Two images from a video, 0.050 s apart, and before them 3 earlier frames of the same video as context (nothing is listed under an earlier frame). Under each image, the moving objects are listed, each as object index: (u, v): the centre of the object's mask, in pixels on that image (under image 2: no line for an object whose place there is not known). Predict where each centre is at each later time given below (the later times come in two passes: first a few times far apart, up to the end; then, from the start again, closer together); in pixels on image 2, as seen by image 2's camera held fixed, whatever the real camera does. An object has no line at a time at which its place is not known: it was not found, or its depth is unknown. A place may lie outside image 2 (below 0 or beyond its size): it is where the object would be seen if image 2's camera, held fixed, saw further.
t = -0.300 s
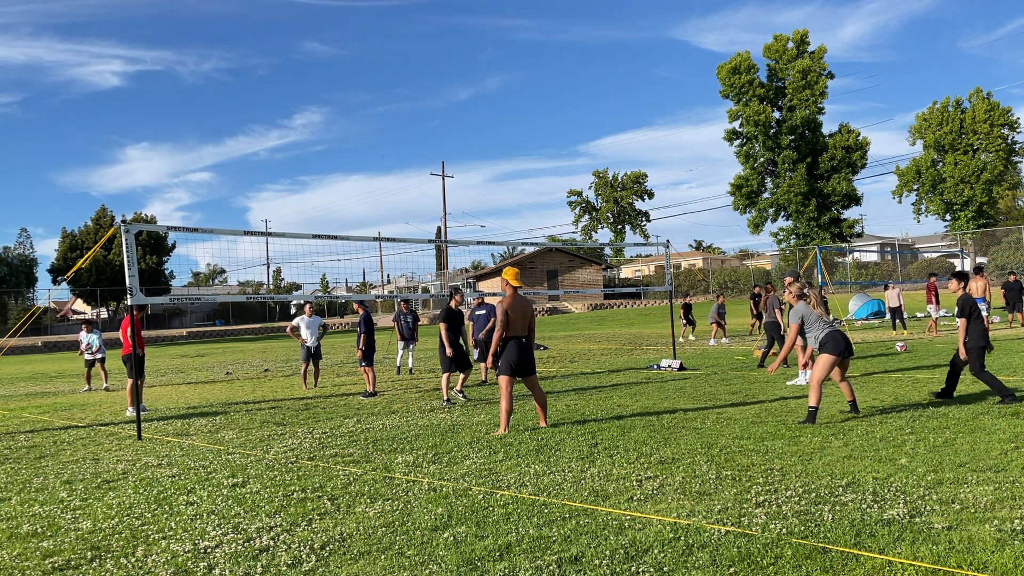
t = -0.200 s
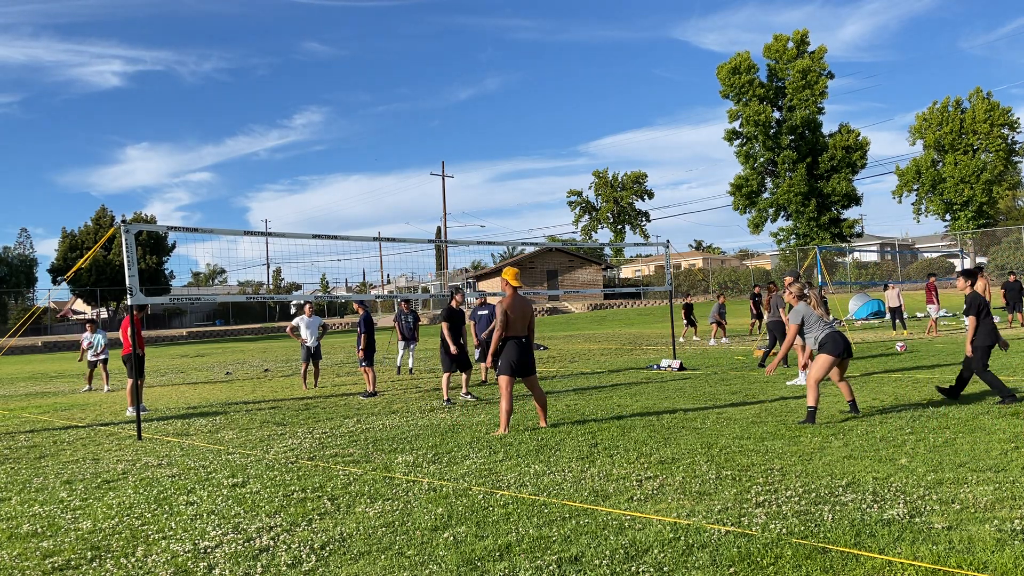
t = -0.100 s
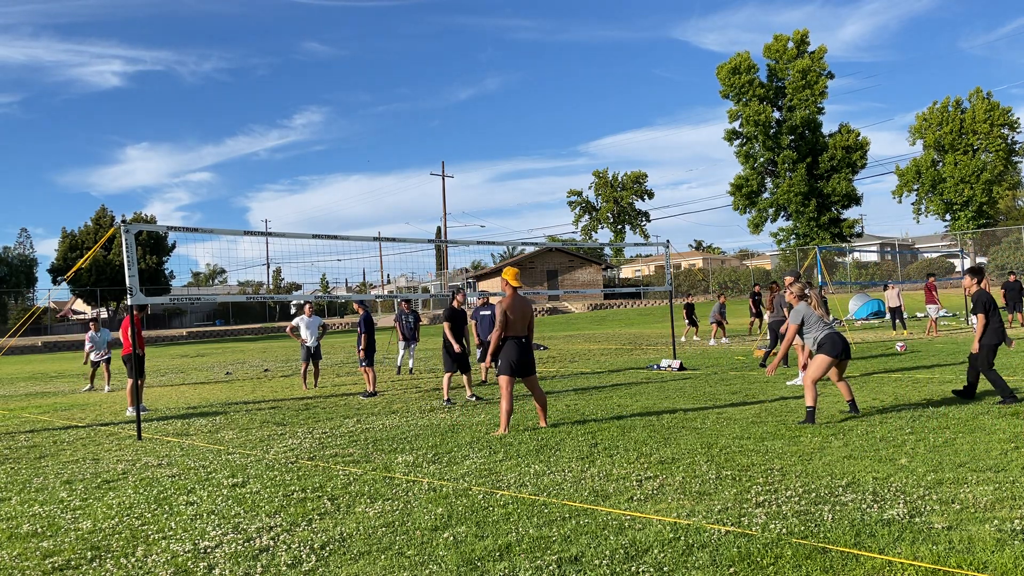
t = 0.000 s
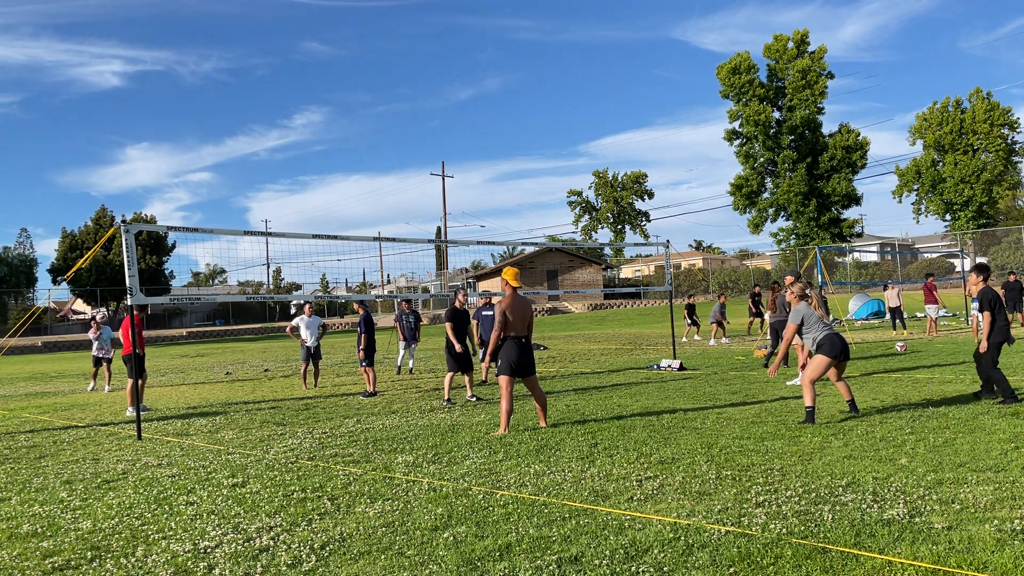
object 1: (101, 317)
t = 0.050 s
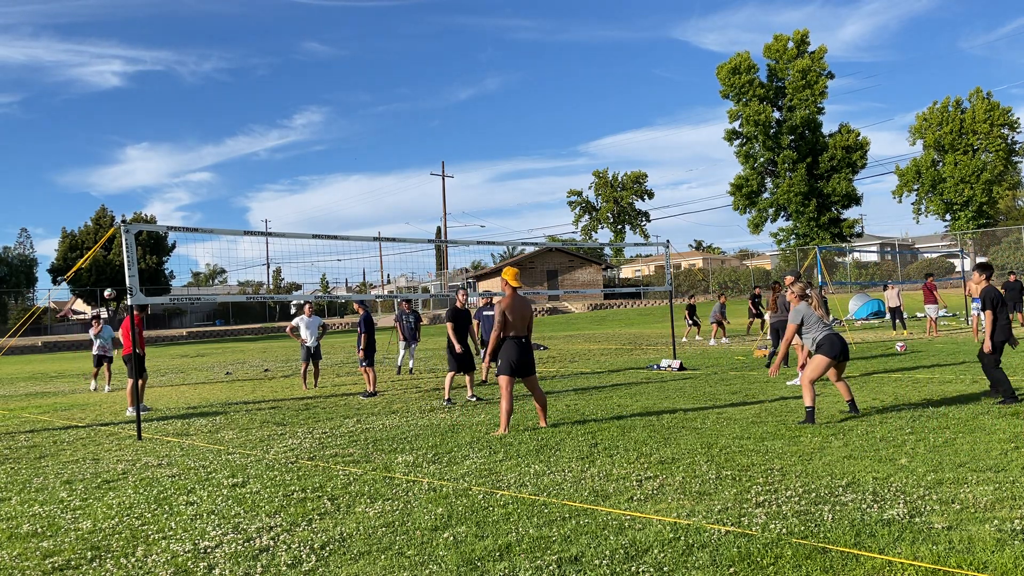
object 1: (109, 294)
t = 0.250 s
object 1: (146, 203)
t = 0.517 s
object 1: (199, 101)
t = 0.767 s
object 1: (258, 33)
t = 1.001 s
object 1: (324, 2)
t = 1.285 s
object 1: (425, 5)
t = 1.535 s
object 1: (533, 65)
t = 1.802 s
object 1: (681, 214)
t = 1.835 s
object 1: (702, 239)
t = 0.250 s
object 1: (146, 203)
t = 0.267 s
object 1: (149, 197)
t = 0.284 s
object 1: (152, 189)
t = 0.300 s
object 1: (155, 182)
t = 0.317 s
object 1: (158, 176)
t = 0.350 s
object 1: (165, 162)
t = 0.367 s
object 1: (168, 155)
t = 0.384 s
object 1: (171, 149)
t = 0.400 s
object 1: (174, 143)
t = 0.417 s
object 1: (178, 136)
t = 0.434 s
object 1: (181, 130)
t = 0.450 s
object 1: (184, 124)
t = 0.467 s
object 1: (188, 118)
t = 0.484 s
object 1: (192, 112)
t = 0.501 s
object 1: (195, 106)
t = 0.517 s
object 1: (199, 101)
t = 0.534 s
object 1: (203, 95)
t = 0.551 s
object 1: (206, 90)
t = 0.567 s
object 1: (210, 85)
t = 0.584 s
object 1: (214, 80)
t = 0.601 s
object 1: (218, 75)
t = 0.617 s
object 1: (222, 70)
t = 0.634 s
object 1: (225, 66)
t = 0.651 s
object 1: (229, 61)
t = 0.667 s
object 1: (234, 56)
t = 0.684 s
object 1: (237, 52)
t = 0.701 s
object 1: (241, 48)
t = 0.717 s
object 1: (245, 45)
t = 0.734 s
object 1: (250, 41)
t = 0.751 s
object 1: (254, 37)
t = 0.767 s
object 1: (258, 33)
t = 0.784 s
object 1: (263, 30)
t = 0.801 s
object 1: (267, 27)
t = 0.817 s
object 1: (271, 24)
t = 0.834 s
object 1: (276, 20)
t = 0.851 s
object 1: (280, 18)
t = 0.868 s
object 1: (284, 15)
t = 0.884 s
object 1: (289, 12)
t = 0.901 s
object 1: (294, 9)
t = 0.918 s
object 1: (298, 7)
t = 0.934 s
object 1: (304, 6)
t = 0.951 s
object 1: (309, 5)
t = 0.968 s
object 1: (314, 4)
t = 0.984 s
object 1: (319, 3)
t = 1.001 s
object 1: (324, 2)
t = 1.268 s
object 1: (418, 4)
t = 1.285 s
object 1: (425, 5)
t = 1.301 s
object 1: (431, 6)
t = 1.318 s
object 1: (438, 7)
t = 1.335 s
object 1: (444, 10)
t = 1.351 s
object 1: (451, 13)
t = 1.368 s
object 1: (458, 16)
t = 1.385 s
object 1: (465, 20)
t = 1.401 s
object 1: (472, 24)
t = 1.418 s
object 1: (479, 28)
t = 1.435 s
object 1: (487, 32)
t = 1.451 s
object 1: (494, 37)
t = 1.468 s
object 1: (501, 42)
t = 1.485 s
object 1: (509, 48)
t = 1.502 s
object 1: (517, 53)
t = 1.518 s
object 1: (525, 59)
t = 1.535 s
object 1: (533, 65)
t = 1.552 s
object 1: (541, 72)
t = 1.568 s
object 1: (550, 79)
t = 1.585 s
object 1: (558, 86)
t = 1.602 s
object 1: (567, 94)
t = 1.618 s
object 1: (576, 102)
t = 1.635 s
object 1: (585, 110)
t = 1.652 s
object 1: (594, 119)
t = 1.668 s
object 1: (603, 128)
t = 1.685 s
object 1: (612, 137)
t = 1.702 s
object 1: (622, 147)
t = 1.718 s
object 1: (631, 157)
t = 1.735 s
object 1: (641, 168)
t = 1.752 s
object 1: (650, 178)
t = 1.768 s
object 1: (660, 190)
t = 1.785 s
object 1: (671, 201)
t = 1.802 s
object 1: (681, 214)
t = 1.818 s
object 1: (691, 226)
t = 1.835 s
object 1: (702, 239)
